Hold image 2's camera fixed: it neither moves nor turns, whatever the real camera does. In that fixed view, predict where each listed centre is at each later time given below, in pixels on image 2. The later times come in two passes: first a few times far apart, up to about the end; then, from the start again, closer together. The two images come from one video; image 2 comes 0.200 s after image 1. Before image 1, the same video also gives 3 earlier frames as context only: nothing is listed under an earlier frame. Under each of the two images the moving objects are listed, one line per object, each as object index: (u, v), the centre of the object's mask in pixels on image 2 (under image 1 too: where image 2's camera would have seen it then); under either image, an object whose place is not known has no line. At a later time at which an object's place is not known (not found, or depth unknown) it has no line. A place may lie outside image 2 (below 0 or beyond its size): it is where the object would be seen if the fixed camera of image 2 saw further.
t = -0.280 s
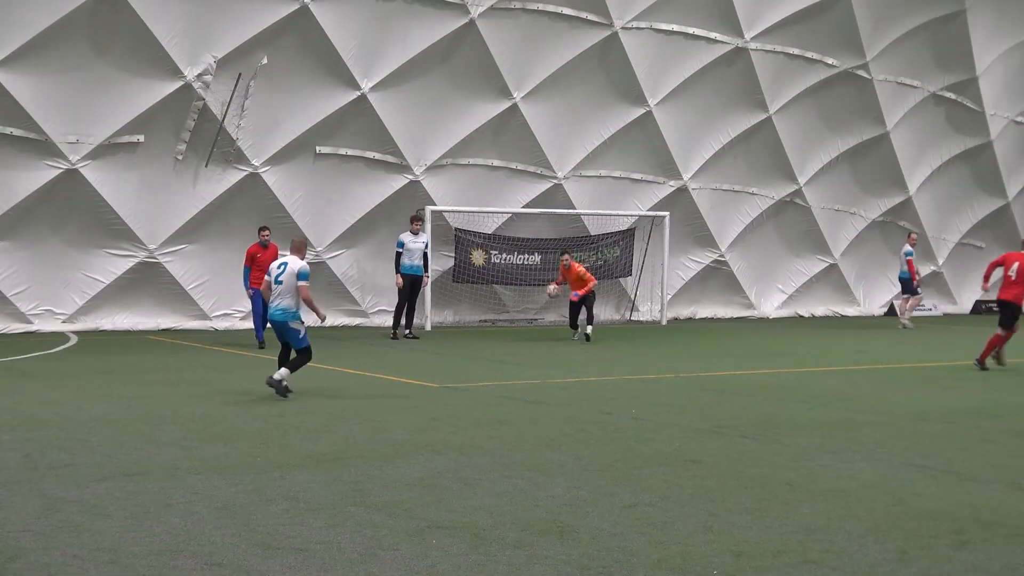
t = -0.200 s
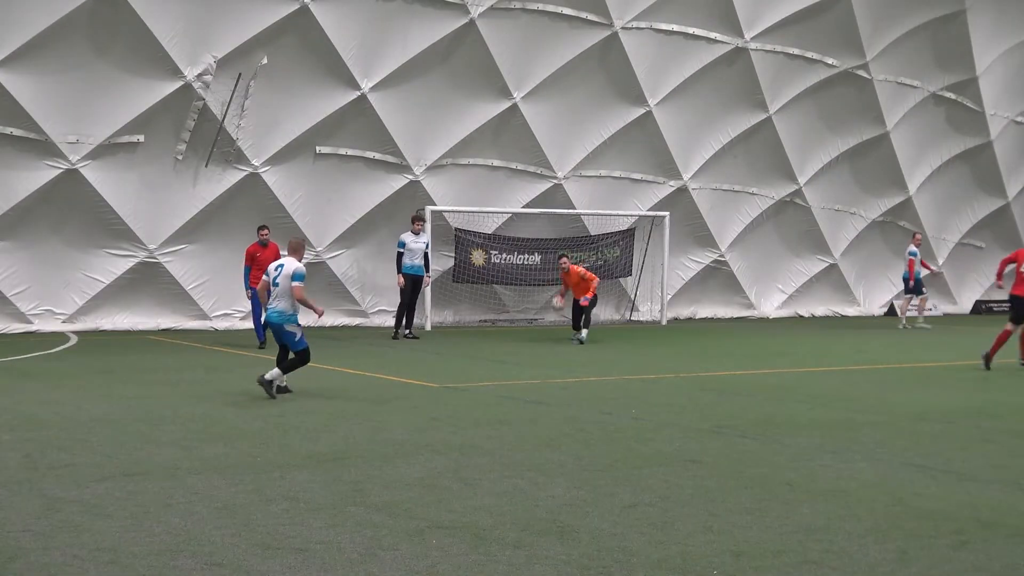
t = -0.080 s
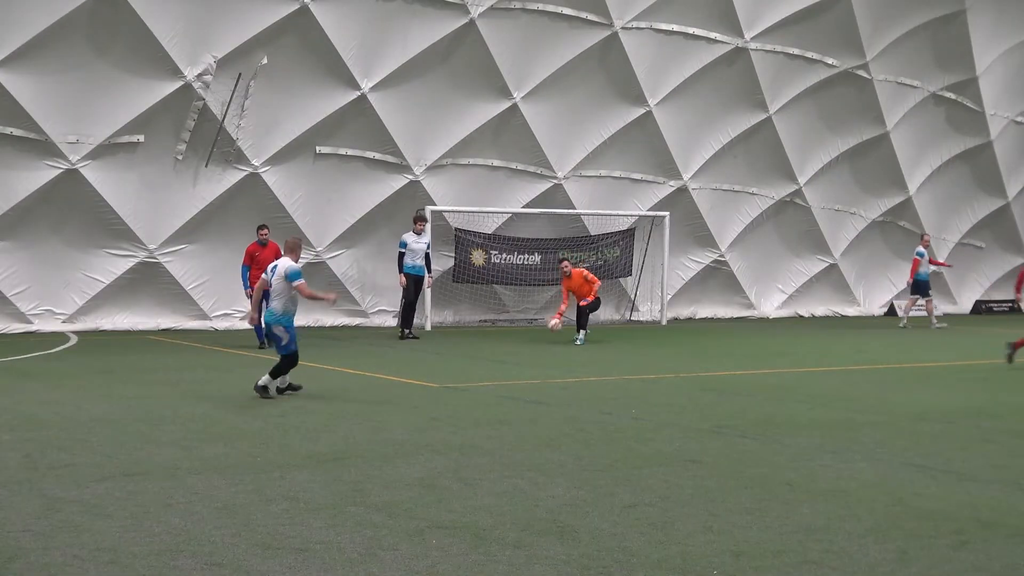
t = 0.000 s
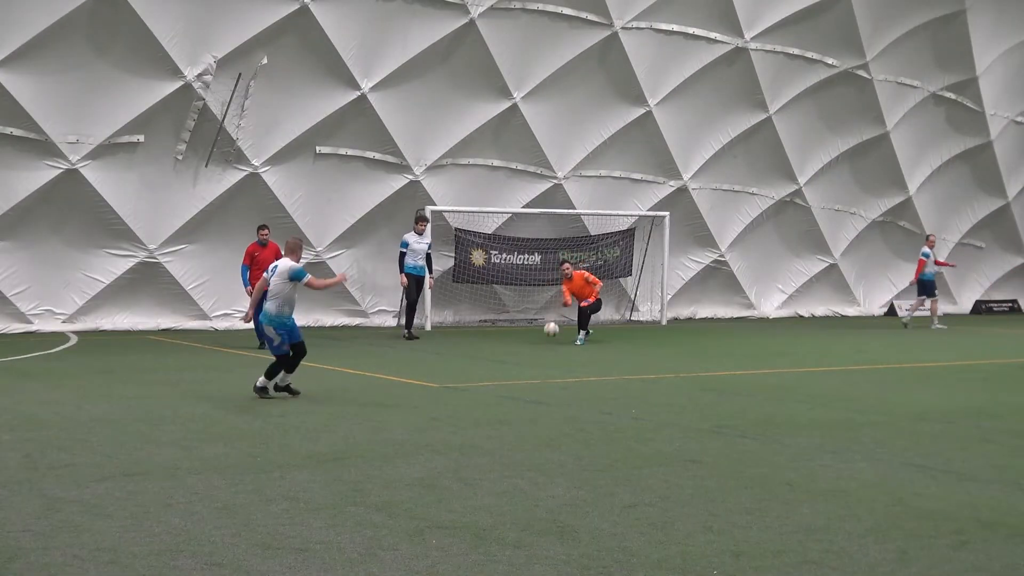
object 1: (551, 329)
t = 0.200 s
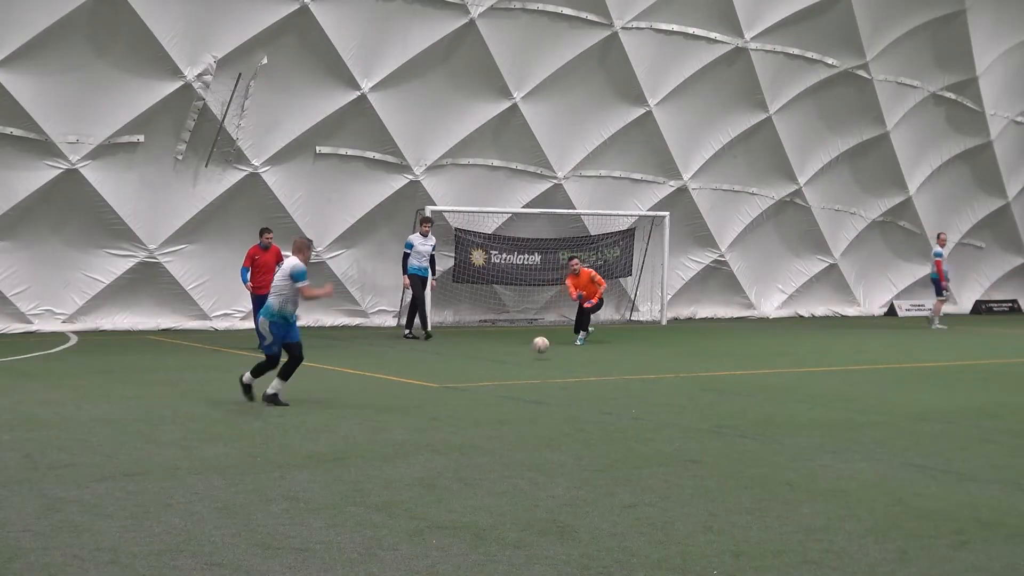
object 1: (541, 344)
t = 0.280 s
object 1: (535, 344)
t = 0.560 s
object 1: (513, 360)
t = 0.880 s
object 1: (477, 381)
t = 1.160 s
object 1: (442, 407)
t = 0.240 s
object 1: (538, 344)
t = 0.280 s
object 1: (535, 344)
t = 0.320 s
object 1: (533, 346)
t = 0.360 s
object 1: (530, 350)
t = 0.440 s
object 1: (525, 360)
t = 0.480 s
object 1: (521, 366)
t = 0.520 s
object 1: (517, 362)
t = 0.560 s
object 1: (513, 360)
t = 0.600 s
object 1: (509, 360)
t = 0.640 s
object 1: (505, 362)
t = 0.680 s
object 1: (500, 365)
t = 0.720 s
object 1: (496, 370)
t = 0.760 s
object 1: (492, 377)
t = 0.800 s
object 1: (486, 384)
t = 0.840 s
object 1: (482, 381)
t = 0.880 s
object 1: (477, 381)
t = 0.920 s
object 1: (473, 382)
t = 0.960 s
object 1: (469, 385)
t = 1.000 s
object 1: (464, 390)
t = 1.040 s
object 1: (459, 397)
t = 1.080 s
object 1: (453, 403)
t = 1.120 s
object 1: (448, 404)
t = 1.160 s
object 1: (442, 407)
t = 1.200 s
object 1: (436, 413)
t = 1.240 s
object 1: (429, 416)
